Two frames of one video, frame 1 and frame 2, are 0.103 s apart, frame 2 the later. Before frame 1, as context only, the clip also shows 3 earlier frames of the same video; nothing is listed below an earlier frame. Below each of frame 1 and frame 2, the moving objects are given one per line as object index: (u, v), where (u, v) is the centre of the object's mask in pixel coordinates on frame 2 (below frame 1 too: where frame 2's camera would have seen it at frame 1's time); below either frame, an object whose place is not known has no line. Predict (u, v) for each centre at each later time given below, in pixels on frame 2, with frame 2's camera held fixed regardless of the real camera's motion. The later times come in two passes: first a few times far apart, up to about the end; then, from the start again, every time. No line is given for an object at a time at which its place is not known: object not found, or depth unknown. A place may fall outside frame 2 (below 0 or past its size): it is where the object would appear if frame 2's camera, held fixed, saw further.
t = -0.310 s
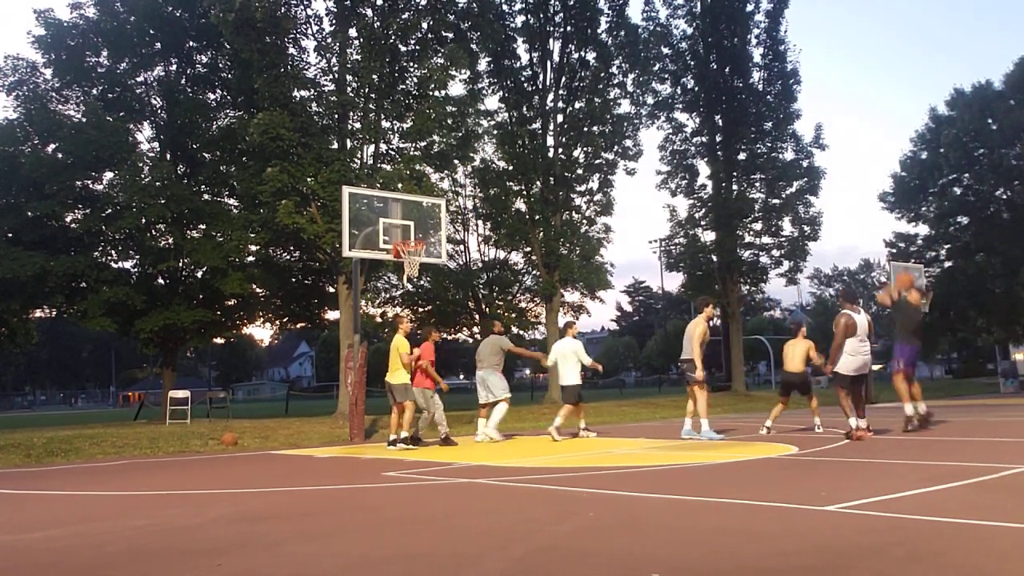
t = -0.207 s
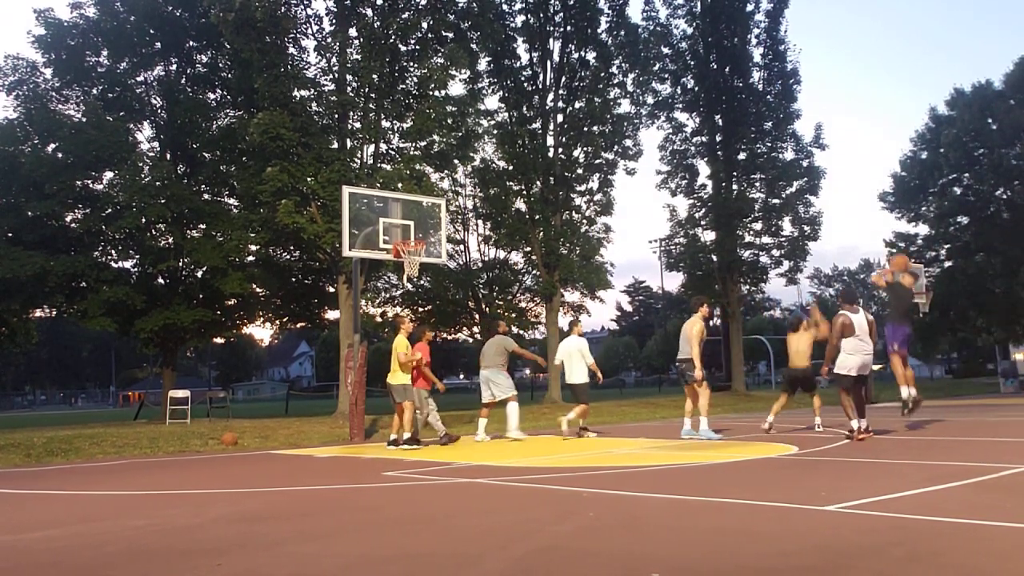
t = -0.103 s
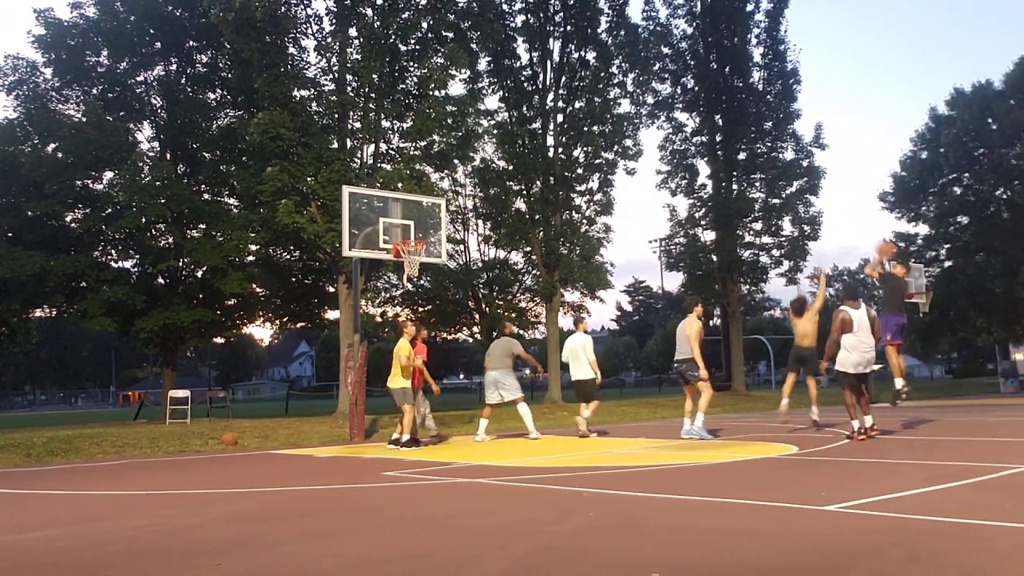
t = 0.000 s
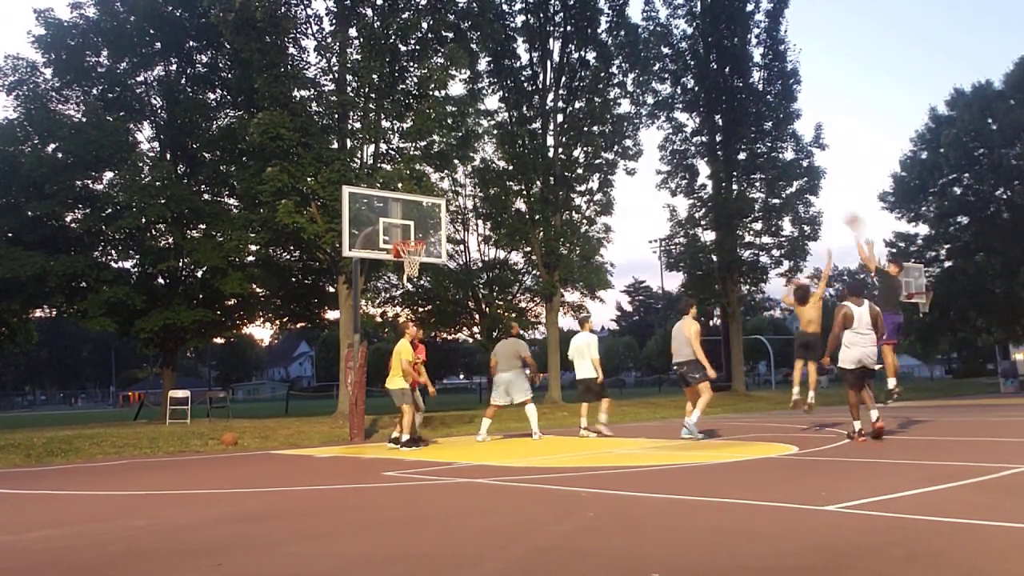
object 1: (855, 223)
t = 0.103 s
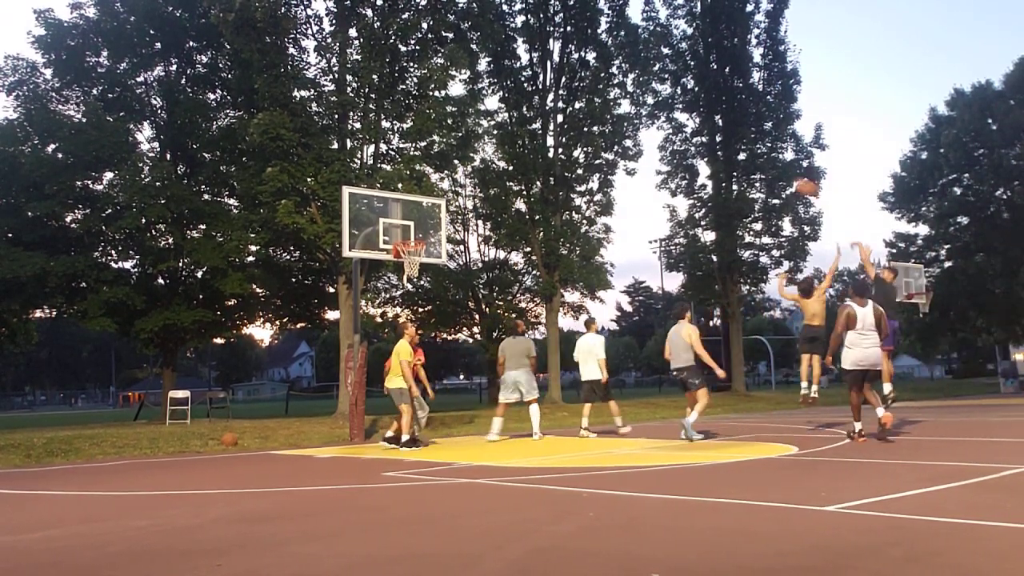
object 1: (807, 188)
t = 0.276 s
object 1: (730, 150)
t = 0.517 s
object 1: (632, 132)
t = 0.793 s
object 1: (536, 152)
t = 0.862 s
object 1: (513, 164)
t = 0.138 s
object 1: (790, 177)
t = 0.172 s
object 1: (774, 170)
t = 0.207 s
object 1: (760, 163)
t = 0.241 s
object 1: (745, 157)
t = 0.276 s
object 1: (730, 150)
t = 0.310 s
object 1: (716, 147)
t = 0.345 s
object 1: (704, 143)
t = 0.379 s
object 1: (690, 139)
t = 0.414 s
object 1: (676, 136)
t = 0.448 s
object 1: (664, 135)
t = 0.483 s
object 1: (647, 134)
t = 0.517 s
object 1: (632, 132)
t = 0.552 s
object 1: (622, 132)
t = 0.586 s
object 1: (610, 133)
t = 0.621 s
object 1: (596, 135)
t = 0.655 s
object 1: (584, 137)
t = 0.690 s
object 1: (571, 140)
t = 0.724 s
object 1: (561, 143)
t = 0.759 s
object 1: (545, 148)
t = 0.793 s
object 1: (536, 152)
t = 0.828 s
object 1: (524, 158)
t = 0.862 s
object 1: (513, 164)
